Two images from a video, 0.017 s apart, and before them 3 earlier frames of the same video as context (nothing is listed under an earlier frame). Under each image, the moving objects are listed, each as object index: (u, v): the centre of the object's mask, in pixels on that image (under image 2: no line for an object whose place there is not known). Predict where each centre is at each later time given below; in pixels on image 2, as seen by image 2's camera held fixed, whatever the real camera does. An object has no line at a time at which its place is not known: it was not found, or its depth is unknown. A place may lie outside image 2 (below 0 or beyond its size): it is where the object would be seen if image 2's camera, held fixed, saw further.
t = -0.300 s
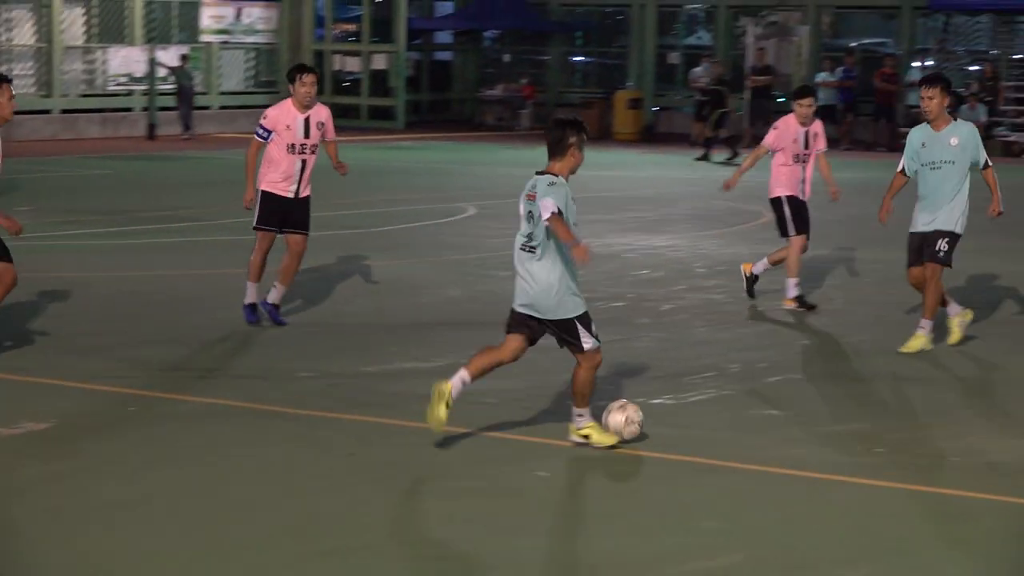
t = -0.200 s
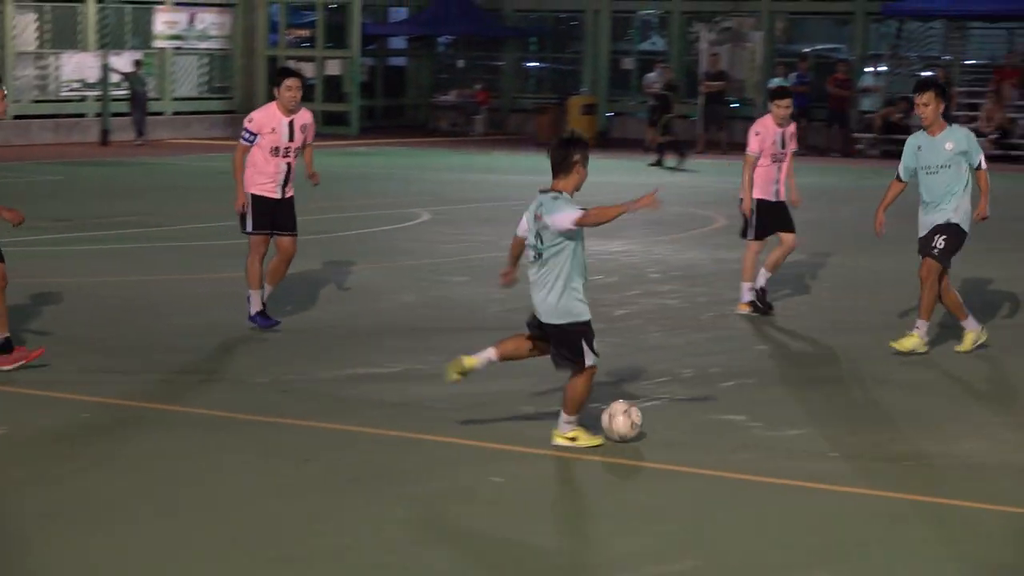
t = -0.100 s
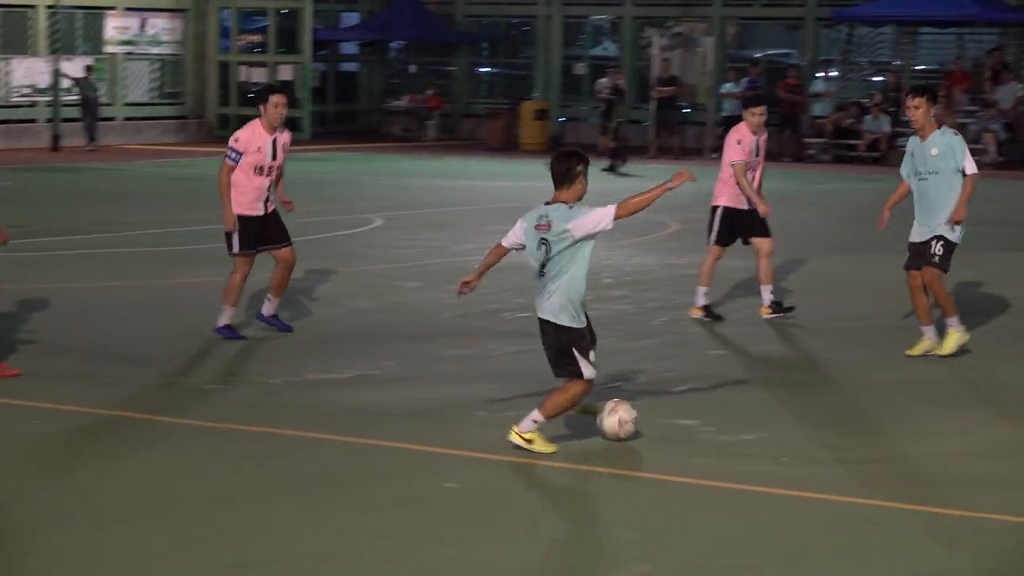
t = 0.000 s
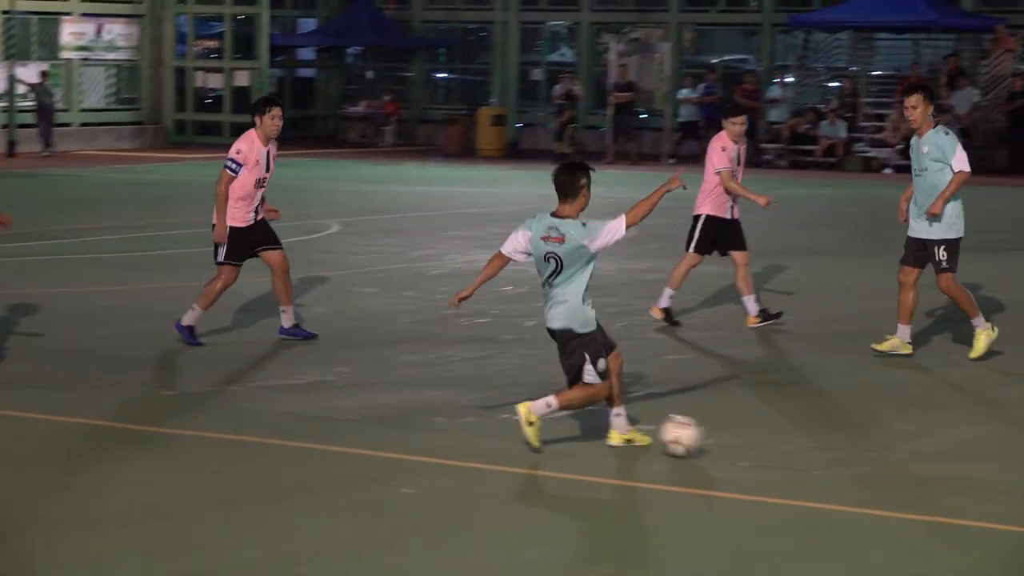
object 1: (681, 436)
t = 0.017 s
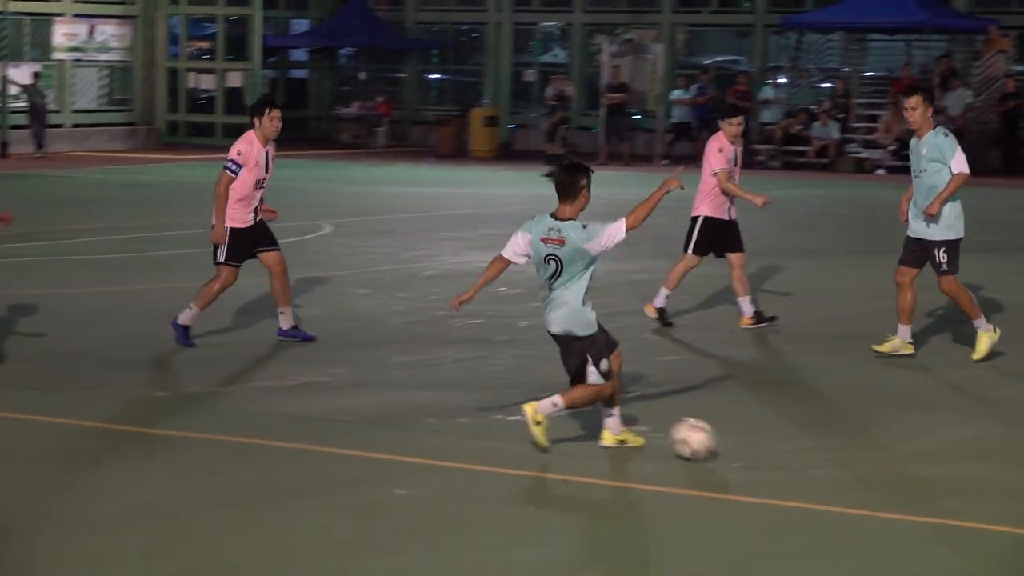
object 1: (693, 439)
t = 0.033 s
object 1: (710, 443)
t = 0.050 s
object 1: (727, 446)
